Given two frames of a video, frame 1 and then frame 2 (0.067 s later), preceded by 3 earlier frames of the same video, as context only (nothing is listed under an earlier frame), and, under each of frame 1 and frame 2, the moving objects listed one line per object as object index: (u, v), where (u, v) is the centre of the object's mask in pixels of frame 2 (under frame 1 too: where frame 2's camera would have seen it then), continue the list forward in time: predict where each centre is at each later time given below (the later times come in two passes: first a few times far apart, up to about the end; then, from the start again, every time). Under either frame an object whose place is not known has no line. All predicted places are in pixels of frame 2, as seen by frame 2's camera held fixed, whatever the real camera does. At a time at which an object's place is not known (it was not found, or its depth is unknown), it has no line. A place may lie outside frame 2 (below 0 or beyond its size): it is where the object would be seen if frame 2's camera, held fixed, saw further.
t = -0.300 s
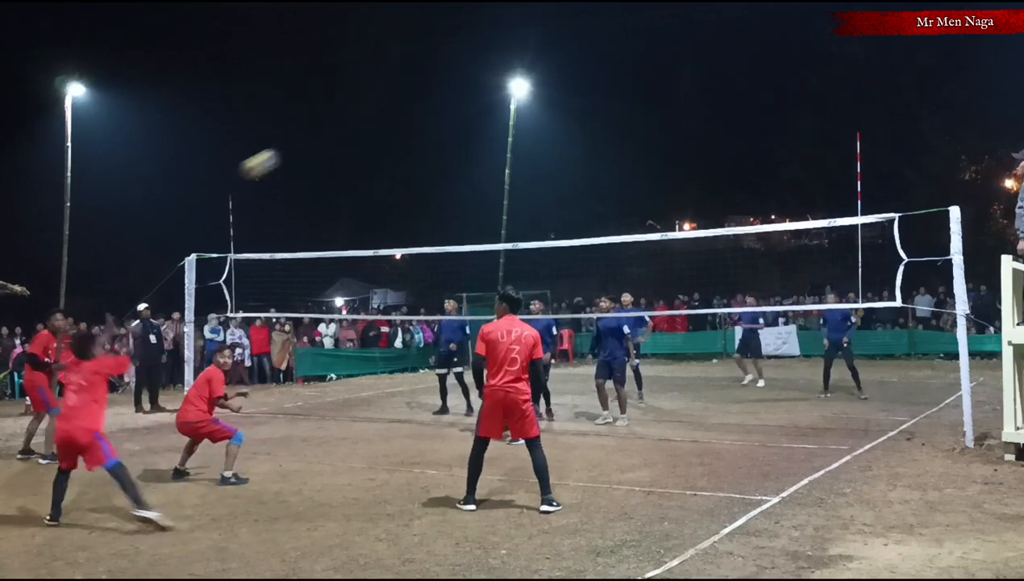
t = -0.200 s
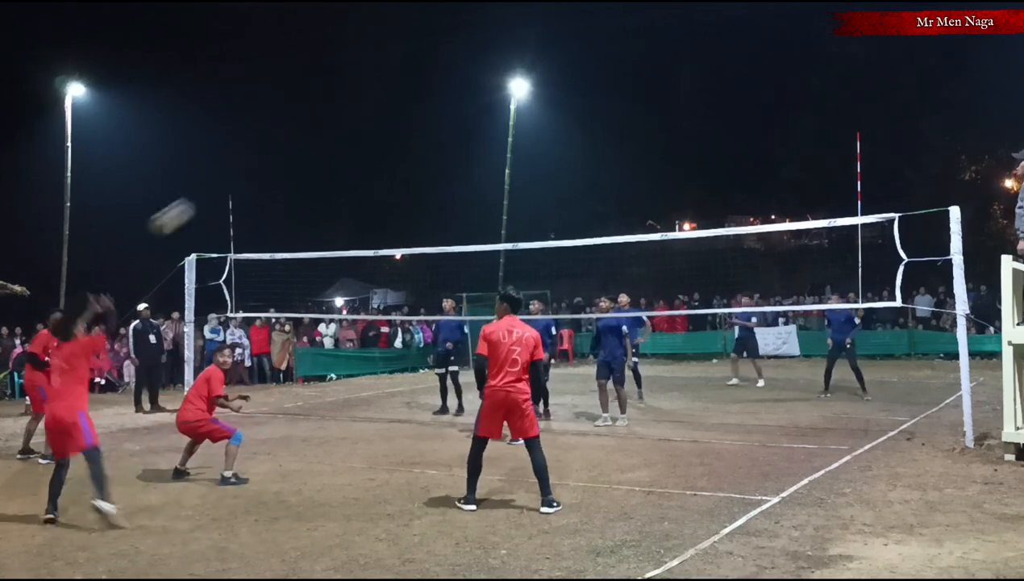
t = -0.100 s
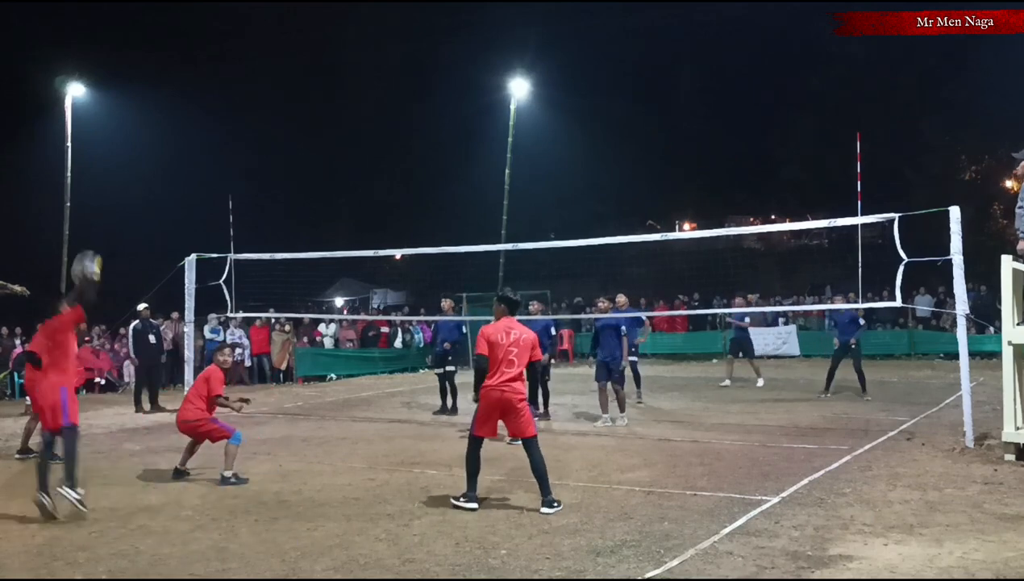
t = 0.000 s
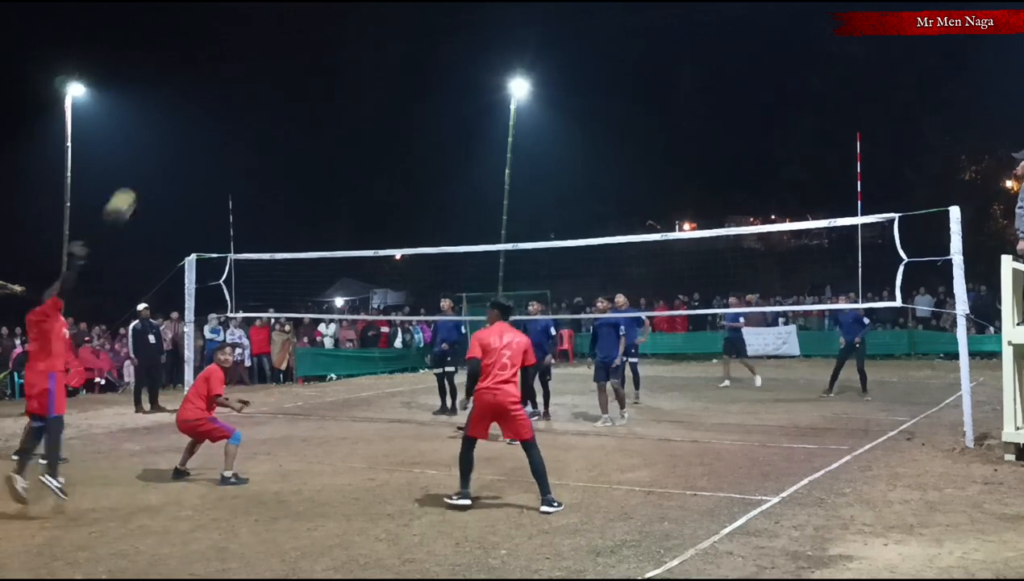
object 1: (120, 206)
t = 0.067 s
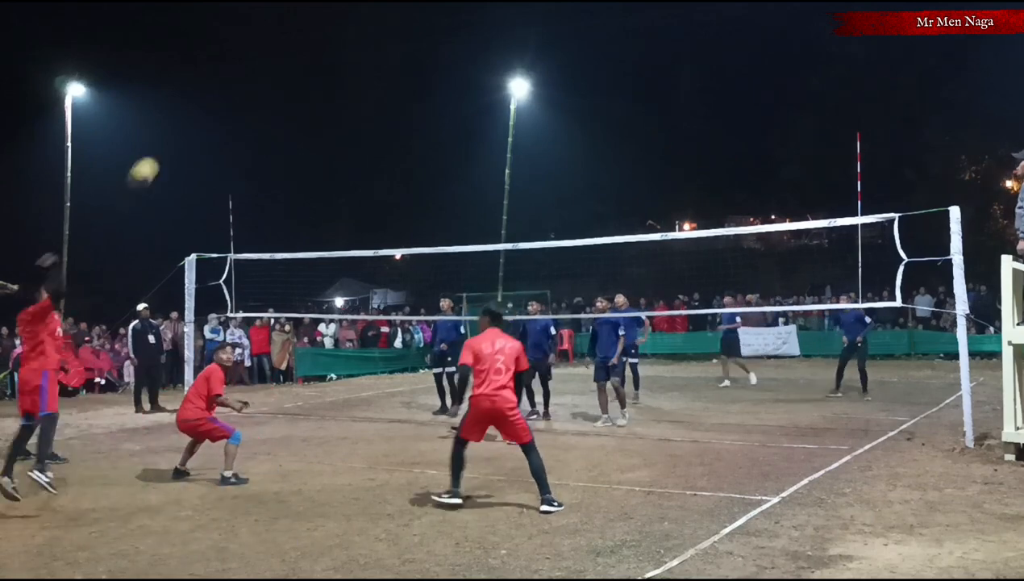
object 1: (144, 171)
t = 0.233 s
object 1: (195, 117)
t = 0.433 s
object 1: (247, 95)
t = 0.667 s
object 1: (299, 119)
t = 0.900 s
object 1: (343, 188)
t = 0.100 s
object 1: (155, 157)
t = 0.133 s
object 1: (166, 145)
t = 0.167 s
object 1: (176, 134)
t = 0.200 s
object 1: (185, 125)
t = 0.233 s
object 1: (195, 117)
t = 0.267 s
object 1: (204, 110)
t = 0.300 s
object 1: (213, 105)
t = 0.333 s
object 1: (222, 100)
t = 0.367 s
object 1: (230, 98)
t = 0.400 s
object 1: (239, 96)
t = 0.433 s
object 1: (247, 95)
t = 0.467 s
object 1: (255, 96)
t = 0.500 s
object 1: (263, 97)
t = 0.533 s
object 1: (271, 100)
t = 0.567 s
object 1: (278, 103)
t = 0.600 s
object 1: (285, 108)
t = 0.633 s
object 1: (292, 113)
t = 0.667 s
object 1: (299, 119)
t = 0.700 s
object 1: (306, 127)
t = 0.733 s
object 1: (312, 135)
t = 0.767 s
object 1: (319, 143)
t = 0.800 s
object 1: (325, 153)
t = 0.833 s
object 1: (331, 164)
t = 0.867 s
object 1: (337, 175)
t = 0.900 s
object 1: (343, 188)
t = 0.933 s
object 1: (348, 200)
